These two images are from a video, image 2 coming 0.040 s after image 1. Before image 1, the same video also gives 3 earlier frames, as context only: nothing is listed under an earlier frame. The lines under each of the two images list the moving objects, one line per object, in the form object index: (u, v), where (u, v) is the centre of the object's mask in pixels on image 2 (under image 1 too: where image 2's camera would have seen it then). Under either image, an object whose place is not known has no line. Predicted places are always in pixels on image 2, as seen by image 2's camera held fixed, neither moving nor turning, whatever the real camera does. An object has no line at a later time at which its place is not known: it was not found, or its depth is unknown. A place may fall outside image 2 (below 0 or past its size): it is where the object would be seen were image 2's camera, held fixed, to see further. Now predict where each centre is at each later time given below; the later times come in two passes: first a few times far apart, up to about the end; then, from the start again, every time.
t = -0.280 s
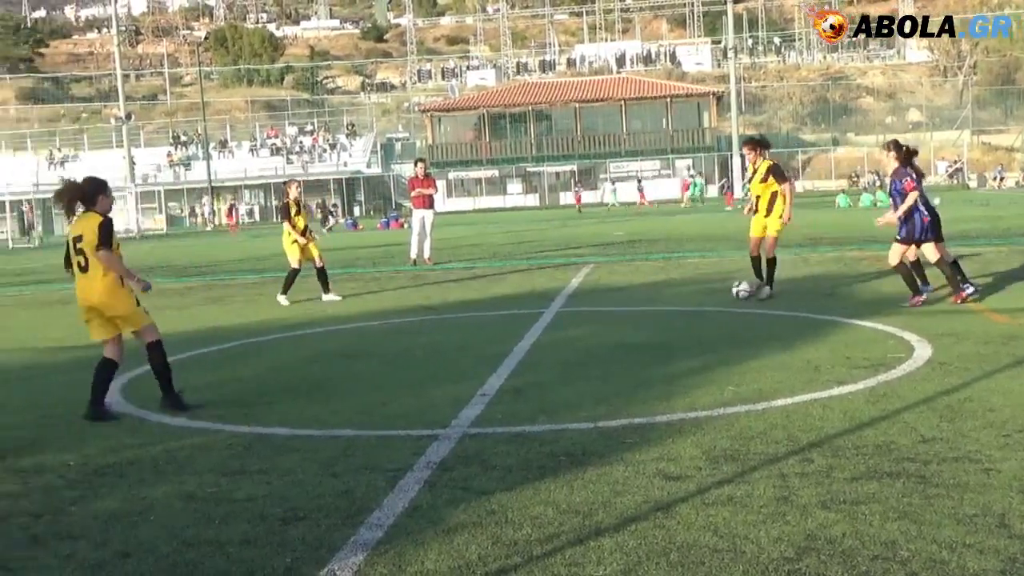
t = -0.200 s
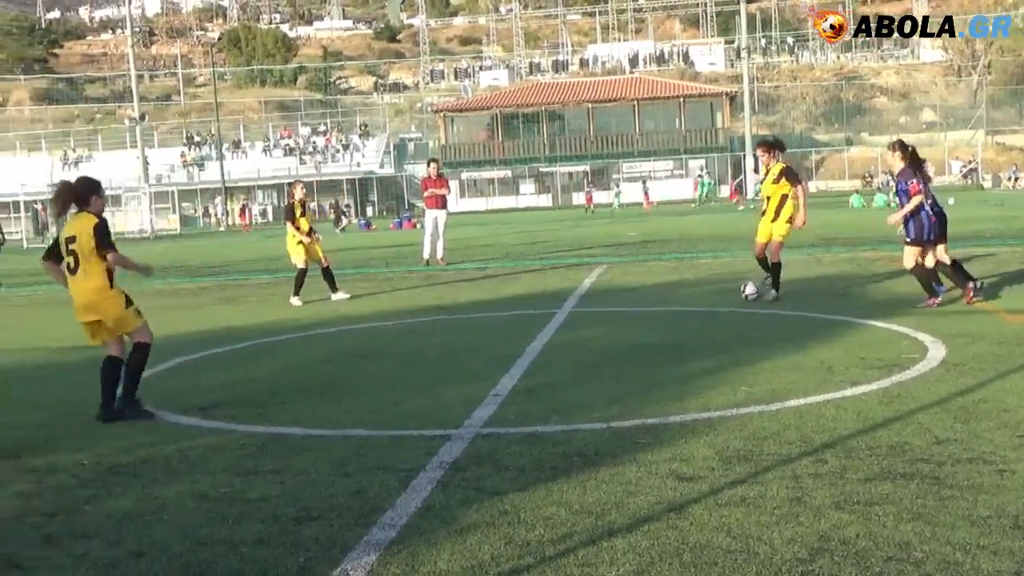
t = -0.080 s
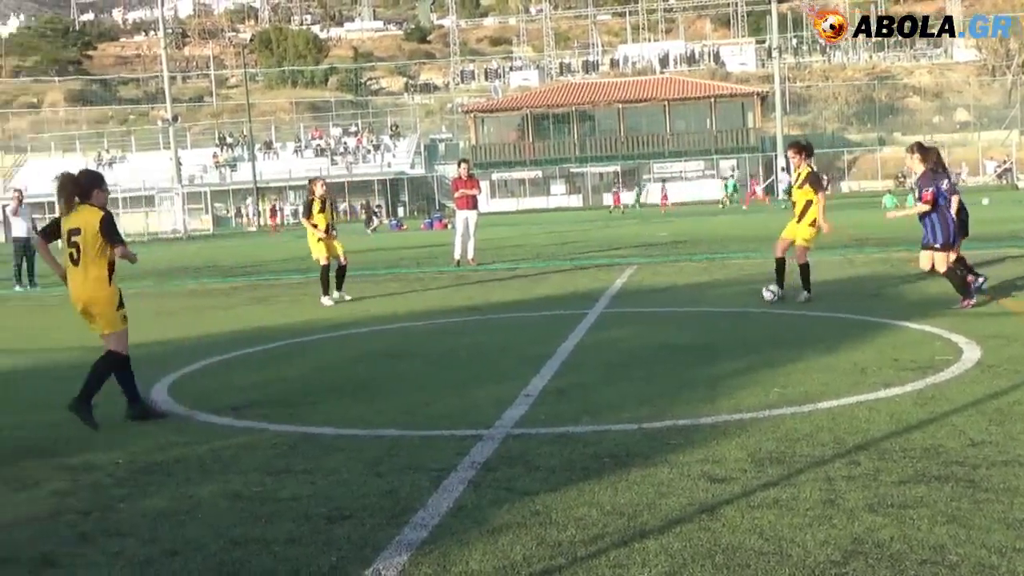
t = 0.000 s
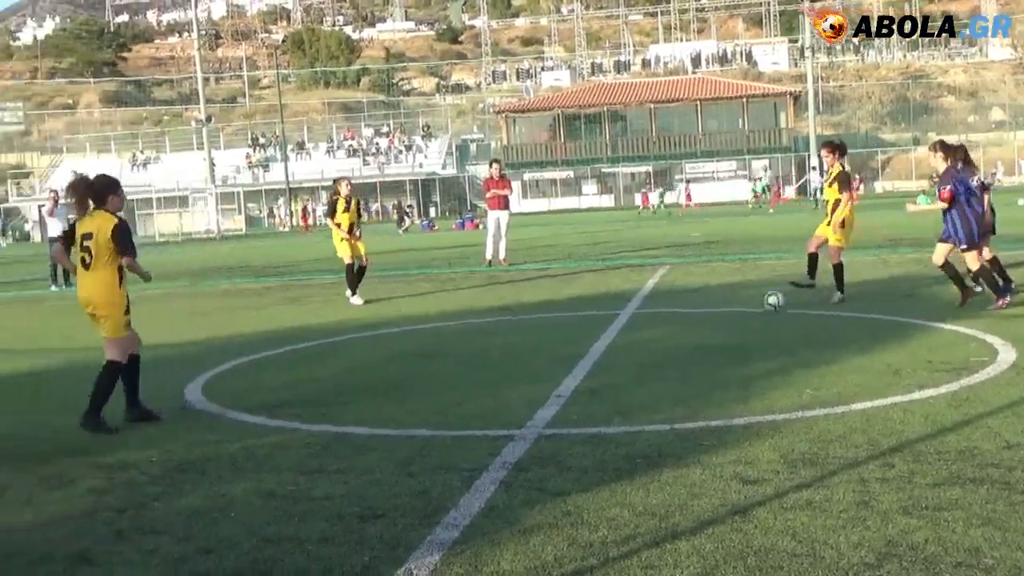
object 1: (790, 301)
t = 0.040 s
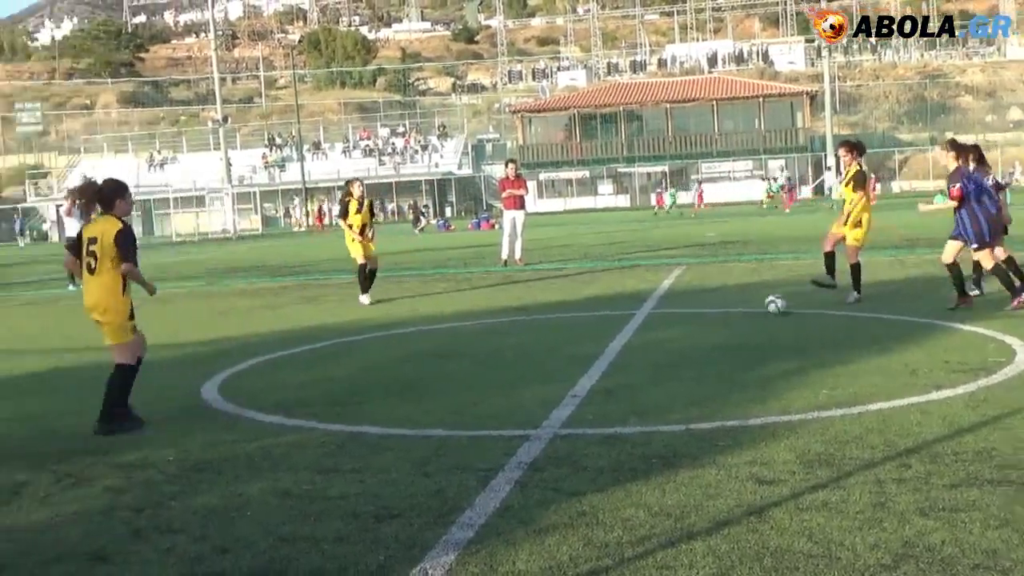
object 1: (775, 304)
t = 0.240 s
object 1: (698, 322)
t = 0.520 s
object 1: (594, 345)
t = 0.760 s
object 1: (497, 373)
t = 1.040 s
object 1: (357, 405)
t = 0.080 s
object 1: (759, 308)
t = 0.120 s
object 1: (744, 312)
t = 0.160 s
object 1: (728, 316)
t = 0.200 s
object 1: (712, 318)
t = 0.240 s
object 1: (698, 322)
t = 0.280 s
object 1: (682, 326)
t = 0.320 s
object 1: (667, 329)
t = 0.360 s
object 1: (653, 331)
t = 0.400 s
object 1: (638, 337)
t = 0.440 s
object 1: (623, 342)
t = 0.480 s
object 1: (609, 342)
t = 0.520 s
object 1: (594, 345)
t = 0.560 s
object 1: (579, 351)
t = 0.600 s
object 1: (563, 357)
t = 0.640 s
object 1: (548, 360)
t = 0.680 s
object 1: (532, 364)
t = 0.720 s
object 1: (514, 369)
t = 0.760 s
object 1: (497, 373)
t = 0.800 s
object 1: (478, 378)
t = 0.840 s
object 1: (459, 381)
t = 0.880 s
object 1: (441, 386)
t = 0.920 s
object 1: (421, 391)
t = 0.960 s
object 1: (400, 396)
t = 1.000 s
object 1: (380, 402)
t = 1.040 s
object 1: (357, 405)
